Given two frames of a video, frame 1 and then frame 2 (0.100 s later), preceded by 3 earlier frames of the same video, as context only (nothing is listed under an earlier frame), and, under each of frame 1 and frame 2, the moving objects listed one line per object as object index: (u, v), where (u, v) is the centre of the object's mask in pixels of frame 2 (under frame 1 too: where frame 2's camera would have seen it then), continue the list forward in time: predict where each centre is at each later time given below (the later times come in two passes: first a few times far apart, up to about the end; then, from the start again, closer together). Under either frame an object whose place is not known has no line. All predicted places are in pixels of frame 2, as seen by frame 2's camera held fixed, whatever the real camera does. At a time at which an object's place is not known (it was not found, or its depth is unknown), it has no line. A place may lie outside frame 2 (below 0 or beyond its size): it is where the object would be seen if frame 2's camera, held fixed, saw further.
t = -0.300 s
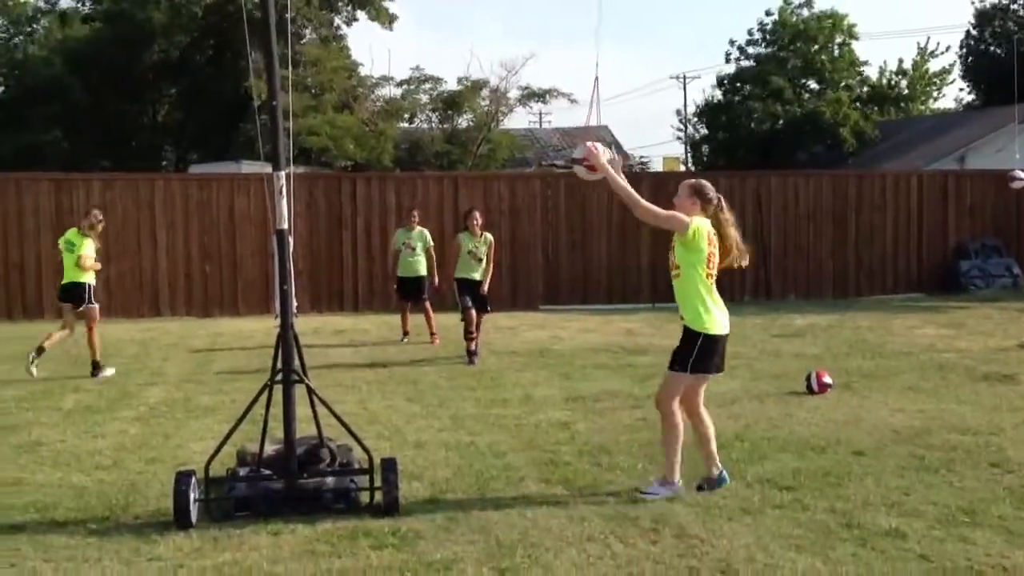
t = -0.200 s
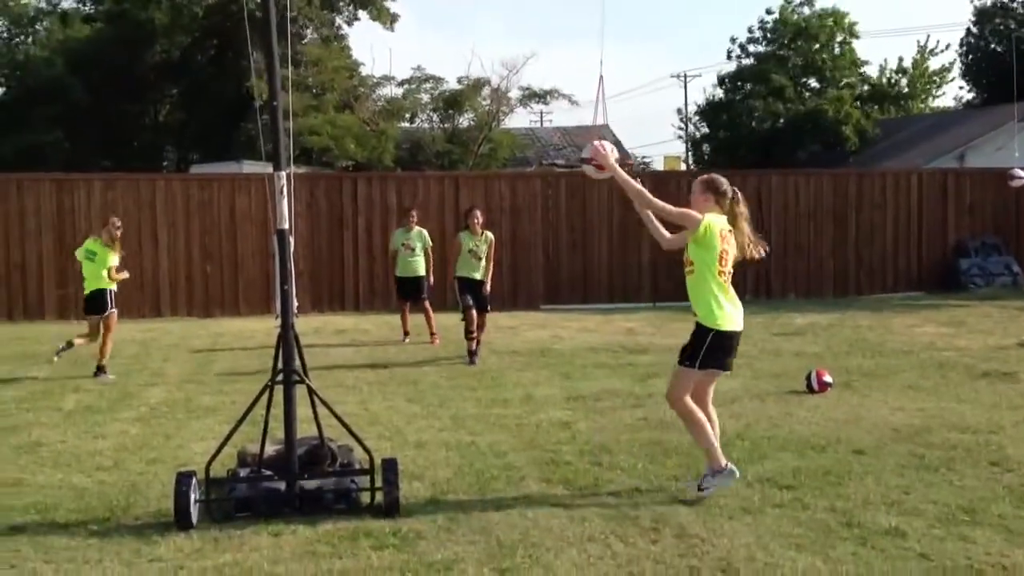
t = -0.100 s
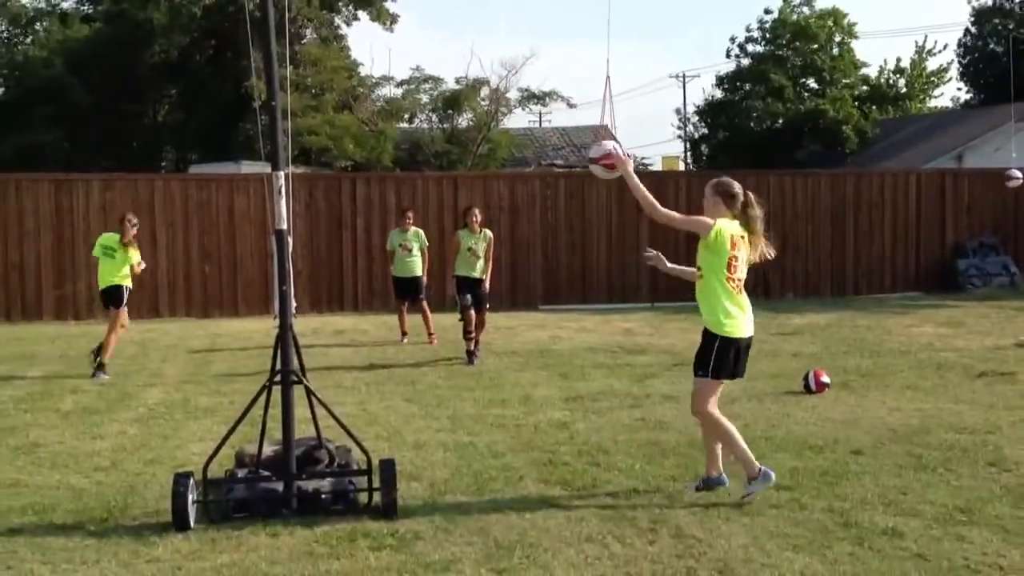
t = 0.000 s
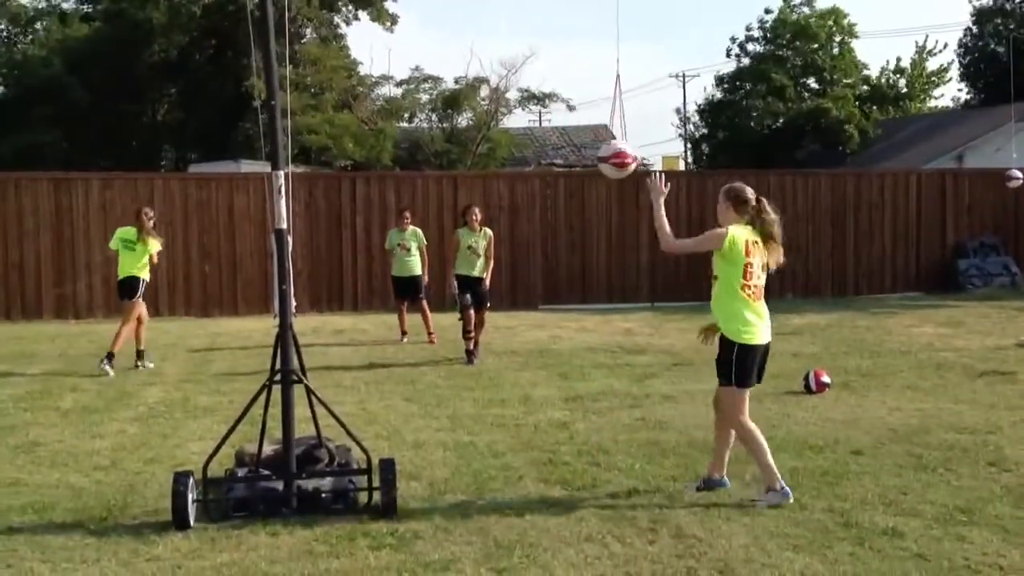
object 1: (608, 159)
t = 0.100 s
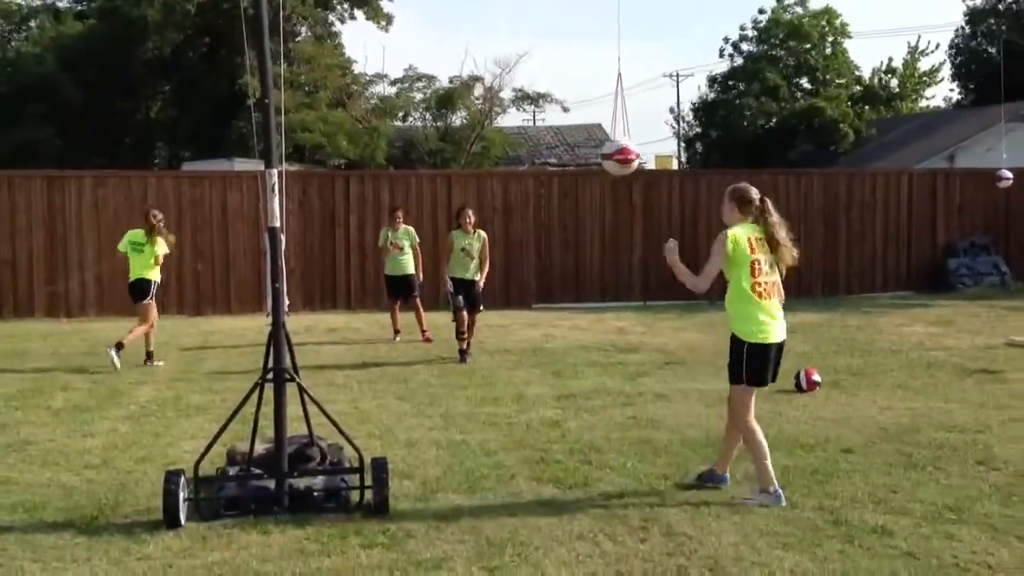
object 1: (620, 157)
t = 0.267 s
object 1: (636, 154)
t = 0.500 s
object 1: (658, 149)
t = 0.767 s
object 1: (676, 137)
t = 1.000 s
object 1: (684, 133)
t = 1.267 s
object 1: (681, 135)
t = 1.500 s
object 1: (666, 137)
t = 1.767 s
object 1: (636, 139)
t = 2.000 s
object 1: (606, 142)
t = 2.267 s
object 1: (566, 142)
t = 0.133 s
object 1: (623, 157)
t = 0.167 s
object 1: (626, 156)
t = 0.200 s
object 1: (629, 156)
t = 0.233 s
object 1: (632, 155)
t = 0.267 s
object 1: (636, 154)
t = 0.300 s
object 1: (639, 154)
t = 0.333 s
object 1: (643, 153)
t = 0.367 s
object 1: (646, 152)
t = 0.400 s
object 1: (648, 151)
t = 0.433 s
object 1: (651, 150)
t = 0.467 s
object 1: (655, 149)
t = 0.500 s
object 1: (658, 149)
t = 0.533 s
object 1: (661, 147)
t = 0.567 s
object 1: (663, 146)
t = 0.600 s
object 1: (666, 144)
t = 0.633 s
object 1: (668, 142)
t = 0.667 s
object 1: (670, 141)
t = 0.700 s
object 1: (672, 139)
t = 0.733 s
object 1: (674, 138)
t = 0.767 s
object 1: (676, 137)
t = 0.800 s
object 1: (678, 137)
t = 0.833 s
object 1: (679, 137)
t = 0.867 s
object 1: (680, 136)
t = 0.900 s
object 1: (682, 135)
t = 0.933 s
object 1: (683, 134)
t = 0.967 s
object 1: (684, 133)
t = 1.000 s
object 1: (684, 133)
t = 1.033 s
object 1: (685, 133)
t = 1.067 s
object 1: (685, 133)
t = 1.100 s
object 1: (685, 133)
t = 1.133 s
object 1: (684, 133)
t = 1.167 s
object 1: (684, 133)
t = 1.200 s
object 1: (683, 134)
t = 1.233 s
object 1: (682, 134)
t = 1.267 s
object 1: (681, 135)
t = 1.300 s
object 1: (679, 135)
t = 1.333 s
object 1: (678, 136)
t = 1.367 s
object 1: (676, 136)
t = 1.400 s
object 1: (674, 136)
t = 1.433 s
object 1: (672, 136)
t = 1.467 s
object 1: (669, 137)
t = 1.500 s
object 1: (666, 137)
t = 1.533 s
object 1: (663, 138)
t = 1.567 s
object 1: (660, 138)
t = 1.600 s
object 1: (656, 139)
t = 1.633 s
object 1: (653, 139)
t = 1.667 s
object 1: (648, 139)
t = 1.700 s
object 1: (645, 139)
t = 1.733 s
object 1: (641, 139)
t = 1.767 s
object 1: (636, 139)
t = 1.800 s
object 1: (632, 139)
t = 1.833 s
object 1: (628, 140)
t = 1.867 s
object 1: (624, 140)
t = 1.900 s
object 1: (619, 140)
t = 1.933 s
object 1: (614, 140)
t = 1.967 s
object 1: (610, 141)
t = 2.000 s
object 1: (606, 142)
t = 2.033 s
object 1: (600, 140)
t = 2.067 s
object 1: (594, 141)
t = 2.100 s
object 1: (589, 142)
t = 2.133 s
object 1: (584, 141)
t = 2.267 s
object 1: (566, 142)
